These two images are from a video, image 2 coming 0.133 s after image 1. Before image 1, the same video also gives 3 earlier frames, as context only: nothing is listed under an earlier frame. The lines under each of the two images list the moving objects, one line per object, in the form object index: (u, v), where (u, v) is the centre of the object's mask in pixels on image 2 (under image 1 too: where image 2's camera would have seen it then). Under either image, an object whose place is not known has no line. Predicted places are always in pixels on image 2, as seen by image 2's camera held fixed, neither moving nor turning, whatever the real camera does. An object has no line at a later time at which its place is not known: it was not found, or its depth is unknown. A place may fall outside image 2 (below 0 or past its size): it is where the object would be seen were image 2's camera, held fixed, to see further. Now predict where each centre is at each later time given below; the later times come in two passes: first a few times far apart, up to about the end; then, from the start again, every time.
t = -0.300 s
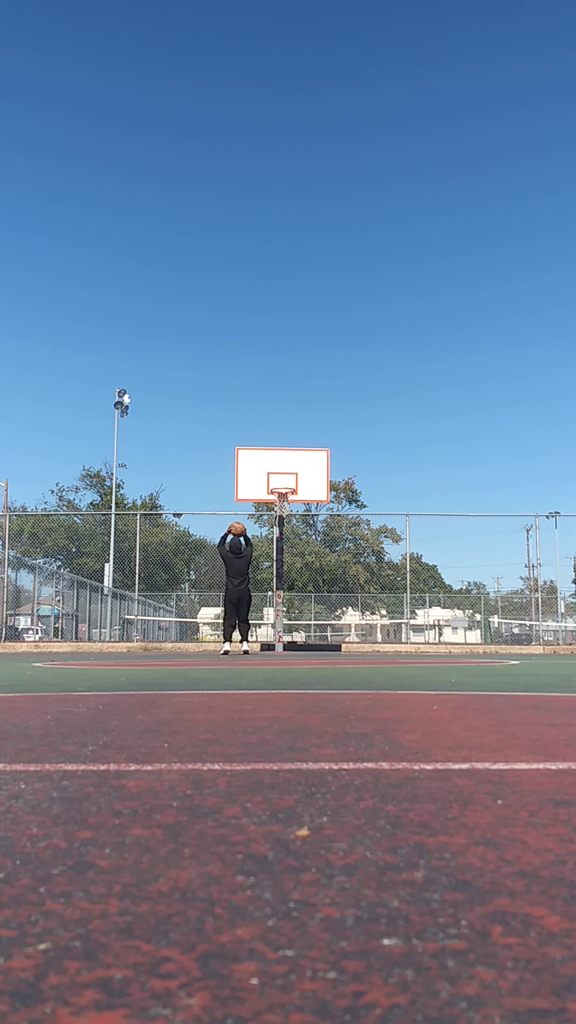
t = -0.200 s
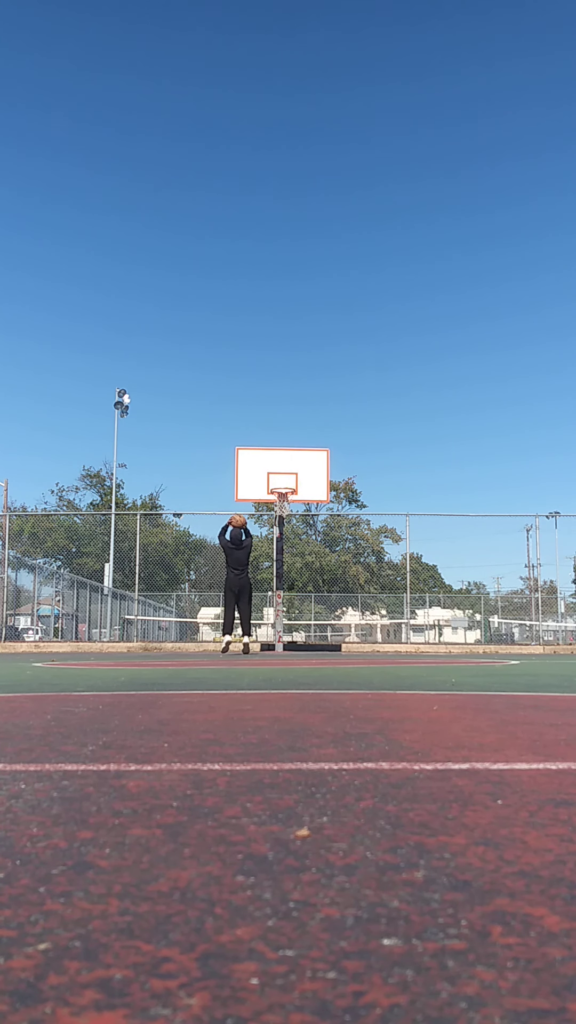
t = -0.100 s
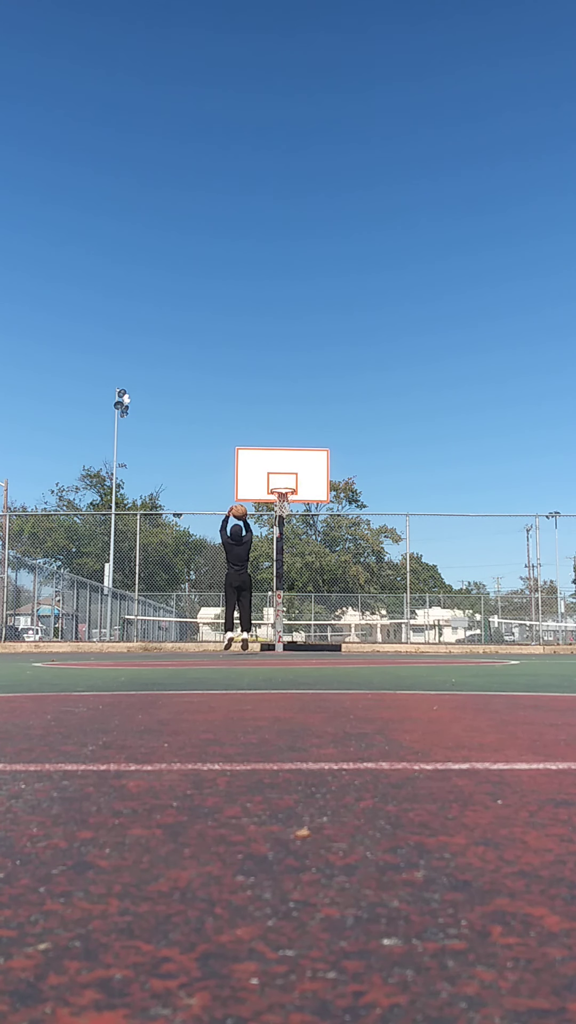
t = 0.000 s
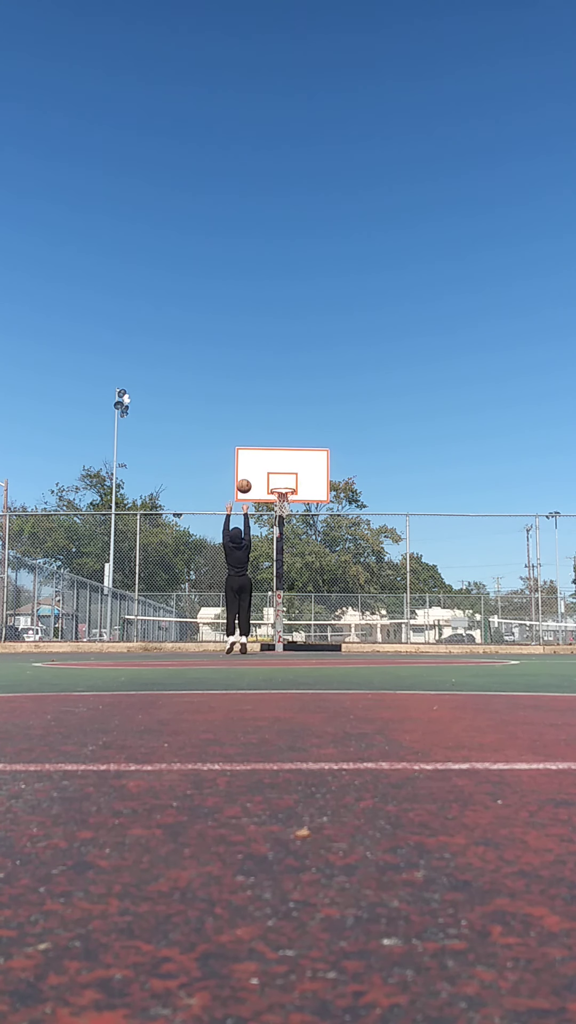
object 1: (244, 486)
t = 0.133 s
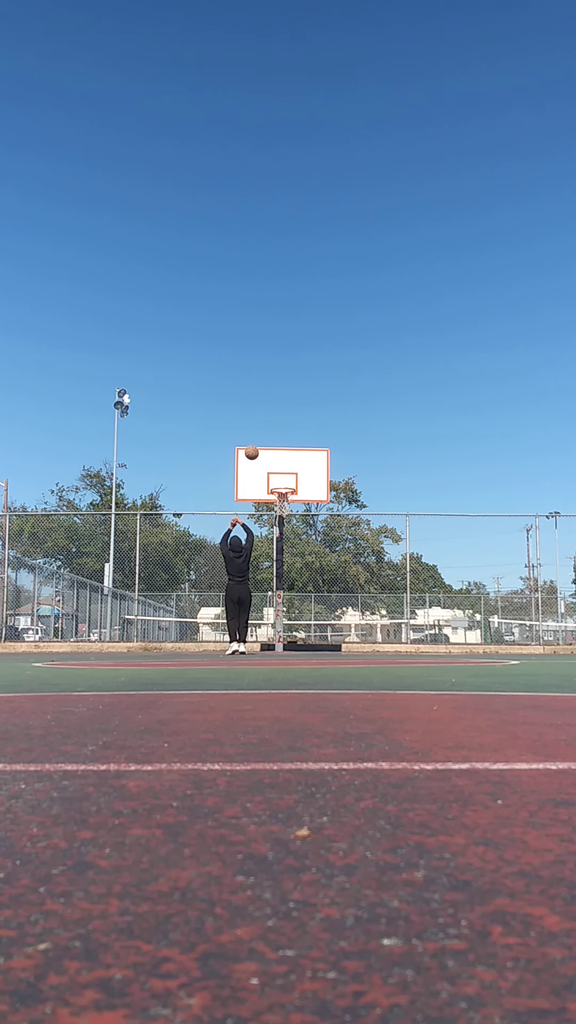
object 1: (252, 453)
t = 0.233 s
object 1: (257, 437)
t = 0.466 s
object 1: (268, 422)
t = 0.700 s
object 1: (279, 438)
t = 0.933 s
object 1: (290, 478)
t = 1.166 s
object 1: (258, 481)
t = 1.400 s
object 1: (228, 489)
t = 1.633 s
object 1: (198, 523)
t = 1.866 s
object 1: (167, 586)
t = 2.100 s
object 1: (138, 625)
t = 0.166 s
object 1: (253, 446)
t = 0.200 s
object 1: (255, 441)
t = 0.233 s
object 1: (257, 437)
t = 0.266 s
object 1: (259, 433)
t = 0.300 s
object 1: (260, 429)
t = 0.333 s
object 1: (262, 427)
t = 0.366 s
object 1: (263, 425)
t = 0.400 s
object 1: (265, 423)
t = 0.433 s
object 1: (267, 423)
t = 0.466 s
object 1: (268, 422)
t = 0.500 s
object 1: (270, 423)
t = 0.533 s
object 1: (271, 424)
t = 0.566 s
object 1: (273, 426)
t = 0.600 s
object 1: (275, 428)
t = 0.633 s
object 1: (276, 431)
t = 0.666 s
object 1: (278, 434)
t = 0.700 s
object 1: (279, 438)
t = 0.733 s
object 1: (281, 442)
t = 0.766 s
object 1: (282, 447)
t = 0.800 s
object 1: (284, 452)
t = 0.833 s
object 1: (285, 458)
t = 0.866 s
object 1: (287, 464)
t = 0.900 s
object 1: (288, 471)
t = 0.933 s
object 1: (290, 478)
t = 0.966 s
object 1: (291, 486)
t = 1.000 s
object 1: (286, 483)
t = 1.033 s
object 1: (280, 482)
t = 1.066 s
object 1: (274, 482)
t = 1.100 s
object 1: (269, 481)
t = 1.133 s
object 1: (263, 481)
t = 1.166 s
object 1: (258, 481)
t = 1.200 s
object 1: (253, 481)
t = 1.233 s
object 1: (249, 481)
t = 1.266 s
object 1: (245, 481)
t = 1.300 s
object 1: (240, 482)
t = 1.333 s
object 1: (236, 484)
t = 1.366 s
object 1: (232, 486)
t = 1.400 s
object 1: (228, 489)
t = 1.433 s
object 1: (224, 492)
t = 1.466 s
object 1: (219, 496)
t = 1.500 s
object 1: (215, 500)
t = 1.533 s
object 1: (211, 505)
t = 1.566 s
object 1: (207, 510)
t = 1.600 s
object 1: (202, 517)
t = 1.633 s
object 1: (198, 523)
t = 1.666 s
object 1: (194, 530)
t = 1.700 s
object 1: (189, 538)
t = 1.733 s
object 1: (185, 547)
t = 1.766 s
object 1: (180, 556)
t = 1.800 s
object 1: (176, 565)
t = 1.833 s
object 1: (171, 575)
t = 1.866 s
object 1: (167, 586)
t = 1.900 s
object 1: (162, 598)
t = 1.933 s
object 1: (157, 610)
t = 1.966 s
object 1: (153, 623)
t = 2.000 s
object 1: (148, 636)
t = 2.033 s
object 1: (144, 646)
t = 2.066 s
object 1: (141, 635)
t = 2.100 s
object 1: (138, 625)
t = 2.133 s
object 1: (134, 616)
